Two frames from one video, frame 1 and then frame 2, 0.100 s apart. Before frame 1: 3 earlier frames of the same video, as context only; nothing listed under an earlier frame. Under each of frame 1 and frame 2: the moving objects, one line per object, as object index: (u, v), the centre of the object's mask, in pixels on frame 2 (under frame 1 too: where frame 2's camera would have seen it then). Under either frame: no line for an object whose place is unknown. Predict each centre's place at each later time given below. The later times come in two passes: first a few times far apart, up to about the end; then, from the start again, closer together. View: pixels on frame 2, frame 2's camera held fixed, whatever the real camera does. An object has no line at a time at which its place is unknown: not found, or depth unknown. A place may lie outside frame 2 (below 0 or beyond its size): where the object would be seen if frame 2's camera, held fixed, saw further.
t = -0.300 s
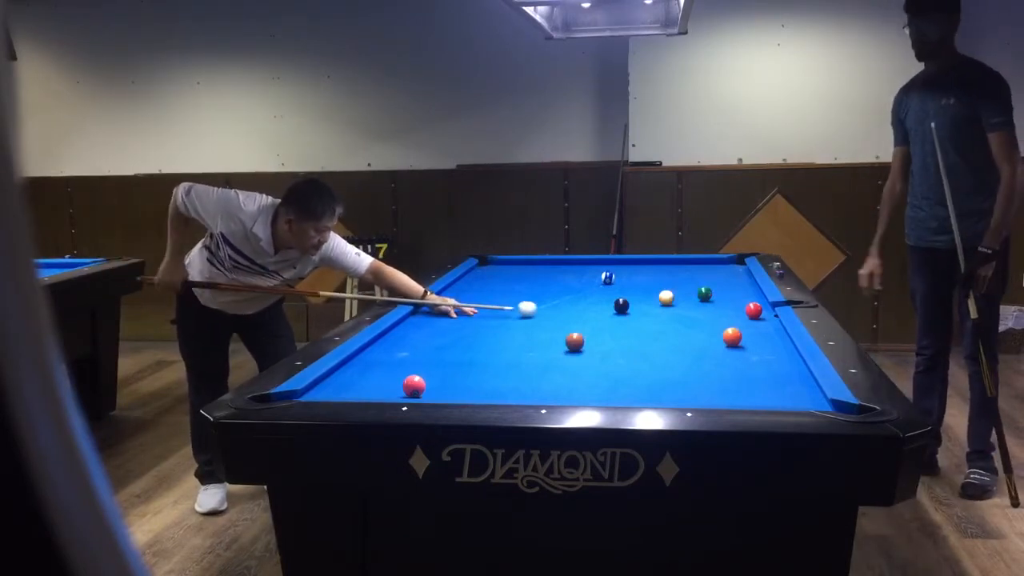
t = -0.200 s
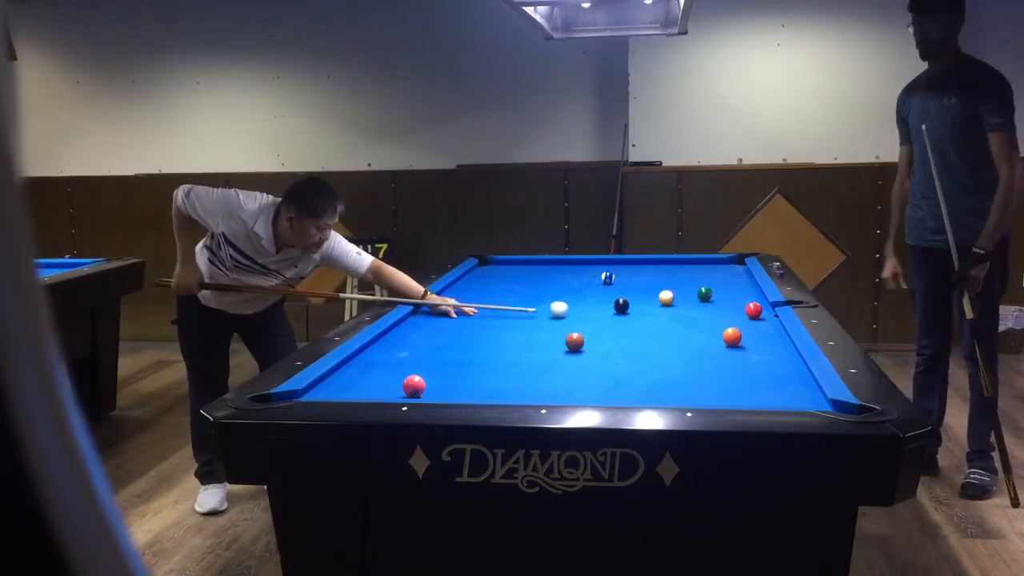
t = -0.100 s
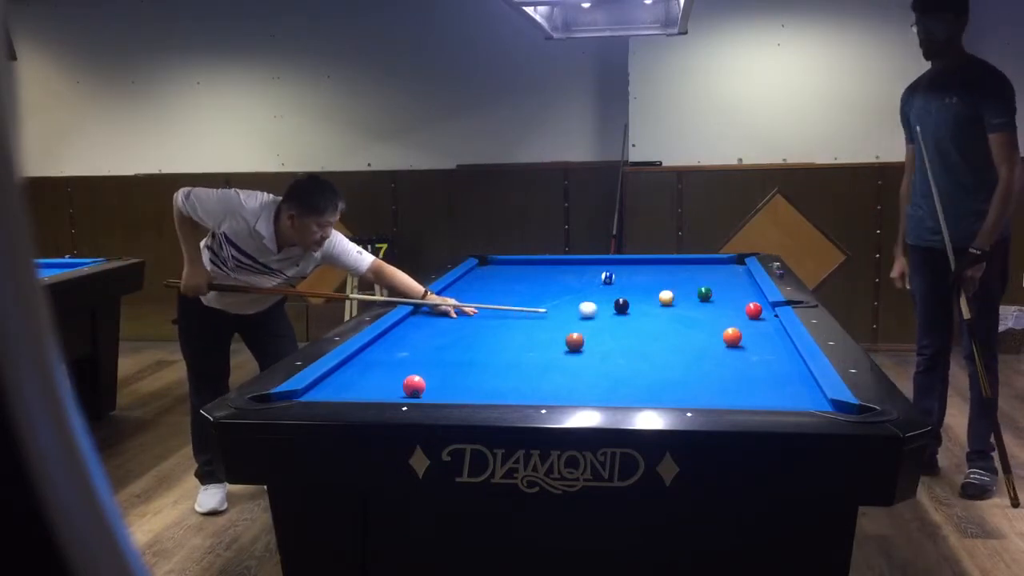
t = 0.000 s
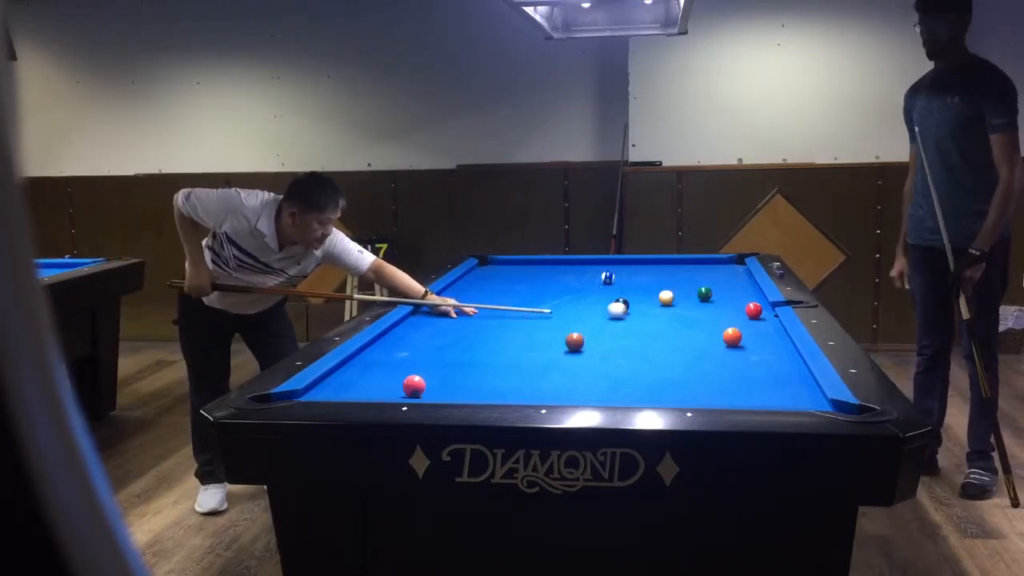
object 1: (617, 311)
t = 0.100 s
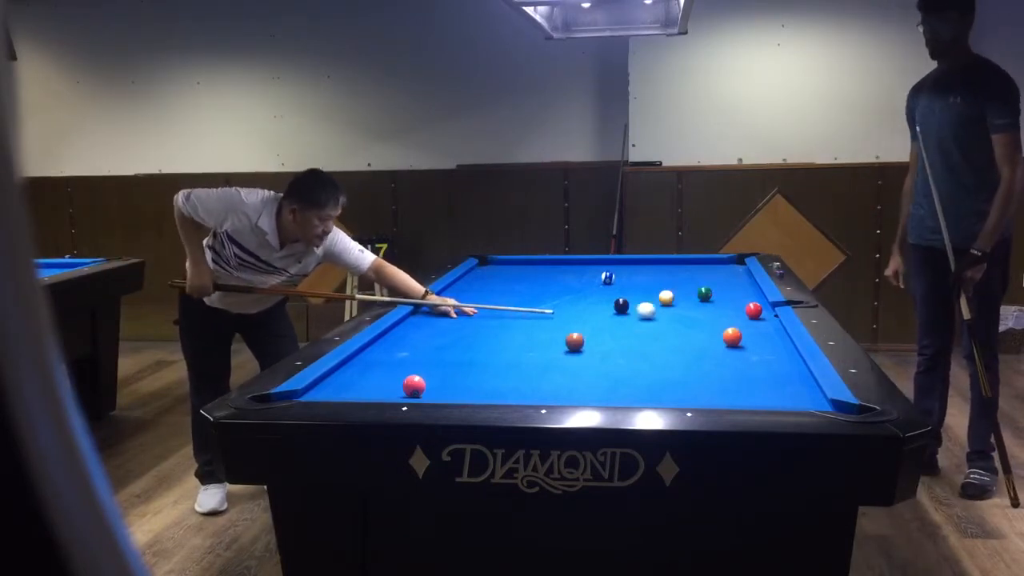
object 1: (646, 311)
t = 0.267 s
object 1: (695, 311)
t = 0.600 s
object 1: (769, 316)
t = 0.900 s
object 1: (743, 322)
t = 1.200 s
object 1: (716, 328)
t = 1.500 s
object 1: (691, 334)
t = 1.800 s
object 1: (667, 340)
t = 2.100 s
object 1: (644, 345)
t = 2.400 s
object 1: (621, 351)
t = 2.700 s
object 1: (600, 356)
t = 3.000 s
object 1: (580, 360)
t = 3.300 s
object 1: (562, 365)
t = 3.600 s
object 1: (545, 369)
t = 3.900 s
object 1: (530, 373)
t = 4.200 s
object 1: (518, 376)
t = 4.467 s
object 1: (509, 378)
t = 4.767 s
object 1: (500, 380)
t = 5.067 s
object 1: (495, 381)
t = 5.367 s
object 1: (491, 382)
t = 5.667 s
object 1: (490, 383)
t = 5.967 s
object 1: (490, 382)
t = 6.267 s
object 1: (490, 383)
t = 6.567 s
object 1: (490, 383)
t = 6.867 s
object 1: (490, 382)
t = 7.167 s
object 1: (490, 383)
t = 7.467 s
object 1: (490, 382)
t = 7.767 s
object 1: (490, 382)
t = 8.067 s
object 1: (490, 382)
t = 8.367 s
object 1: (490, 382)
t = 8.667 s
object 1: (490, 383)
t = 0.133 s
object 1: (656, 311)
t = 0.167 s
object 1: (665, 311)
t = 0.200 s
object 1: (675, 311)
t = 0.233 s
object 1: (685, 311)
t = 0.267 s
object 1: (695, 311)
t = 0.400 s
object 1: (733, 312)
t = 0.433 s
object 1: (742, 312)
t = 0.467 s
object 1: (747, 313)
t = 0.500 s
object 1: (752, 314)
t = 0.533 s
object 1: (758, 315)
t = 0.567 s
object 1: (764, 315)
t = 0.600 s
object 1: (769, 316)
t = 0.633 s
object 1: (766, 317)
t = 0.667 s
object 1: (763, 318)
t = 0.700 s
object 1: (760, 318)
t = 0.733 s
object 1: (757, 319)
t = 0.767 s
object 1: (754, 320)
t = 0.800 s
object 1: (751, 321)
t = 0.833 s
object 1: (748, 321)
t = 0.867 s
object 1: (745, 322)
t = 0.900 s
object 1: (743, 322)
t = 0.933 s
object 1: (740, 322)
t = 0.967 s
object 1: (737, 322)
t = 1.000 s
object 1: (734, 322)
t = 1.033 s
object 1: (730, 323)
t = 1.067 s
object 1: (727, 323)
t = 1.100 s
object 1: (724, 324)
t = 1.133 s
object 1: (721, 326)
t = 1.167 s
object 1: (719, 327)
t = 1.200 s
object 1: (716, 328)
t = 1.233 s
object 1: (714, 330)
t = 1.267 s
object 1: (711, 330)
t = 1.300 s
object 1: (708, 331)
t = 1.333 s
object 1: (705, 331)
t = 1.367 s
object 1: (703, 332)
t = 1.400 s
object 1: (700, 333)
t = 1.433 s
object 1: (697, 333)
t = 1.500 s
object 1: (691, 334)
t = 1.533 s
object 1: (688, 335)
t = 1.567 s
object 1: (686, 336)
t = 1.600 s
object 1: (683, 336)
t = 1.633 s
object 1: (681, 337)
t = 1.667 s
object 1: (678, 338)
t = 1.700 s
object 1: (675, 338)
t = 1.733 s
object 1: (672, 339)
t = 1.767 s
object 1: (670, 339)
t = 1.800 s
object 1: (667, 340)
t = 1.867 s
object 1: (662, 341)
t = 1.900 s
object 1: (659, 342)
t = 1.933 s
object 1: (656, 342)
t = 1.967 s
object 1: (654, 343)
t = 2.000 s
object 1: (651, 344)
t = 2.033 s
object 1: (649, 344)
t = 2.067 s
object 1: (646, 345)
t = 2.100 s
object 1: (644, 345)
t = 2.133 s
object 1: (641, 346)
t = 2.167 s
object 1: (639, 347)
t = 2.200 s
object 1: (636, 347)
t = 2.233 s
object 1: (634, 348)
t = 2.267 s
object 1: (631, 348)
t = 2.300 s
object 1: (629, 349)
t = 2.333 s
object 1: (626, 349)
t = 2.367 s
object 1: (624, 350)
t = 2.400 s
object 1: (621, 351)
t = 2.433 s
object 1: (619, 351)
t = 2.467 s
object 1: (617, 352)
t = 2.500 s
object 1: (614, 352)
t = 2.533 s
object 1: (611, 353)
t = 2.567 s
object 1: (609, 353)
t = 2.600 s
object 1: (607, 354)
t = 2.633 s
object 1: (604, 355)
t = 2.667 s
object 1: (602, 355)
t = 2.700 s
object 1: (600, 356)
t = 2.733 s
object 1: (598, 356)
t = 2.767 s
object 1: (596, 357)
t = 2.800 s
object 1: (593, 357)
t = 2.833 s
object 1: (591, 358)
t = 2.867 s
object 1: (589, 359)
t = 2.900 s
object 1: (587, 359)
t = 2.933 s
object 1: (585, 360)
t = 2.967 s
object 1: (582, 360)
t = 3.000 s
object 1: (580, 360)
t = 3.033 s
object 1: (578, 361)
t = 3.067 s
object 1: (576, 362)
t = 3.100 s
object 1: (574, 362)
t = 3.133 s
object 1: (572, 362)
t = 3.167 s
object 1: (570, 363)
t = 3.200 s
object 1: (568, 364)
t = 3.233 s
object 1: (566, 364)
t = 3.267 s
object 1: (564, 365)
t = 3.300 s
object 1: (562, 365)
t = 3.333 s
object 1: (560, 365)
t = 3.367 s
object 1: (558, 366)
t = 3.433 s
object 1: (554, 367)
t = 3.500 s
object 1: (551, 368)
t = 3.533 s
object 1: (549, 368)
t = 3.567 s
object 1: (547, 369)
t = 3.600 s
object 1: (545, 369)
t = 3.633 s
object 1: (543, 370)
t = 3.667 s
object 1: (542, 370)
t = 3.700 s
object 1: (540, 370)
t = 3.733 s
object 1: (538, 371)
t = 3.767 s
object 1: (537, 371)
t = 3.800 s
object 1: (535, 372)
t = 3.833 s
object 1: (534, 372)
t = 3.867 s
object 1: (532, 372)
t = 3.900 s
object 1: (530, 373)
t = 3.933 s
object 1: (529, 373)
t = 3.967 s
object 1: (527, 373)
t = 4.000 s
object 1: (526, 374)
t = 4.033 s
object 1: (525, 374)
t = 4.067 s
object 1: (523, 374)
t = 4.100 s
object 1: (522, 375)
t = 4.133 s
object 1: (520, 375)
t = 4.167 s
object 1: (519, 375)
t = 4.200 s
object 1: (518, 376)
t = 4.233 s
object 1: (516, 376)
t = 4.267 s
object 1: (515, 376)
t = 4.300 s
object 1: (514, 377)
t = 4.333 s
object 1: (513, 377)
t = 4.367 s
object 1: (512, 377)
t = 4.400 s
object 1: (511, 378)
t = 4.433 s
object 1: (510, 378)
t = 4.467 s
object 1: (509, 378)
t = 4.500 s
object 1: (508, 378)
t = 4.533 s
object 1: (507, 378)
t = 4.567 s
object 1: (506, 378)
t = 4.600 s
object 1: (505, 379)
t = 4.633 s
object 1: (504, 379)
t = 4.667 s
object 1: (503, 379)
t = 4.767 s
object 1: (500, 380)
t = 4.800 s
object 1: (499, 380)
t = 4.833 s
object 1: (499, 380)
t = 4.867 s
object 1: (498, 380)
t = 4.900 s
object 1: (497, 381)
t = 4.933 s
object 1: (497, 381)
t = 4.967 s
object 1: (496, 381)
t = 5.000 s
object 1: (496, 381)
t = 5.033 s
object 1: (495, 381)
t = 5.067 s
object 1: (495, 381)
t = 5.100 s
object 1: (494, 381)
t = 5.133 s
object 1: (493, 381)
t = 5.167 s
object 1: (493, 382)
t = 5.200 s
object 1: (493, 382)
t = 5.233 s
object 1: (492, 382)
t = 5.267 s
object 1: (492, 382)
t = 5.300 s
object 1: (491, 382)
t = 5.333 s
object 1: (491, 382)
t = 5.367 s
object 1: (491, 382)
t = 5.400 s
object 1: (491, 382)
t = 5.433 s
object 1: (491, 382)
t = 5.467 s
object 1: (491, 382)
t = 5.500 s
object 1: (490, 382)
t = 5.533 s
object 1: (490, 382)
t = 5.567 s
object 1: (490, 382)
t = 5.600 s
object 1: (490, 382)
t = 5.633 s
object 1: (490, 383)
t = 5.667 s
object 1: (490, 383)
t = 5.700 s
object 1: (490, 383)
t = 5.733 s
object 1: (490, 383)
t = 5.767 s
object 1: (490, 383)
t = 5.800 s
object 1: (490, 383)
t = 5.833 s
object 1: (490, 383)
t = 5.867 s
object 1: (490, 383)
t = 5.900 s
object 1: (490, 383)
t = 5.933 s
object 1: (490, 382)
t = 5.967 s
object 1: (490, 382)
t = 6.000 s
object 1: (490, 382)
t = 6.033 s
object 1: (490, 383)
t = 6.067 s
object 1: (490, 383)
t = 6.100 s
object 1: (490, 383)
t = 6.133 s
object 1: (490, 383)
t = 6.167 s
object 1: (490, 383)
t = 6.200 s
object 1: (490, 383)
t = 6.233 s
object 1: (490, 383)
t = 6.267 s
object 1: (490, 383)
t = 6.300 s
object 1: (490, 383)
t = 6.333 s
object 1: (490, 383)
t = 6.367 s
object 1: (490, 383)
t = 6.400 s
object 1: (490, 383)
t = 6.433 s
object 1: (490, 383)
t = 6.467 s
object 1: (490, 382)
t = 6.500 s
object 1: (490, 383)
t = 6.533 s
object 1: (490, 383)
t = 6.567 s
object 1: (490, 383)
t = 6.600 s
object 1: (490, 383)
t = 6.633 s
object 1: (490, 382)
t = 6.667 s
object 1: (490, 382)
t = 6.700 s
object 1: (490, 383)
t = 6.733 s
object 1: (490, 383)
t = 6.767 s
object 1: (490, 383)
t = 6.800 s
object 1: (490, 383)
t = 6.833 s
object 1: (490, 383)
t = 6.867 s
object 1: (490, 382)
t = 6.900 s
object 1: (490, 382)
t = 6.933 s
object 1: (490, 382)
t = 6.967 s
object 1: (490, 382)
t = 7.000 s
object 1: (490, 382)
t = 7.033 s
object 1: (490, 383)
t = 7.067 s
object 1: (490, 383)
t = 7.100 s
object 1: (490, 383)
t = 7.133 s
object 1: (490, 383)
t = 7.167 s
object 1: (490, 383)
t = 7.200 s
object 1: (490, 383)
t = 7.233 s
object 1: (490, 382)
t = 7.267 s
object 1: (490, 382)
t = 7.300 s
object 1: (490, 382)
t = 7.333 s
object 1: (490, 382)
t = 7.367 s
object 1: (490, 382)
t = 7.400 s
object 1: (490, 382)
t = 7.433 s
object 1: (490, 382)
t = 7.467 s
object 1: (490, 382)
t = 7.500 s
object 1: (490, 382)
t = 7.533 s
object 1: (490, 382)
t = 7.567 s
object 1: (490, 382)
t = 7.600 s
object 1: (490, 382)
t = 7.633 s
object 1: (490, 382)
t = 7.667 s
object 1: (490, 382)
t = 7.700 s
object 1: (490, 382)
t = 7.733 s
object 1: (490, 382)
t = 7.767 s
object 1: (490, 382)
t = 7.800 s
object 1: (490, 382)
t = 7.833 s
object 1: (490, 382)
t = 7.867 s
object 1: (490, 382)
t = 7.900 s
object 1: (490, 382)
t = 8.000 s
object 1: (490, 382)
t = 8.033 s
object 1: (490, 382)
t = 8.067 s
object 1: (490, 382)
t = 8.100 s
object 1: (490, 382)
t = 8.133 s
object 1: (490, 382)
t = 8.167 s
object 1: (490, 382)
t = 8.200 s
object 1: (490, 382)
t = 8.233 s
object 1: (490, 382)
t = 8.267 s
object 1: (490, 382)
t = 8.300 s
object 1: (490, 382)
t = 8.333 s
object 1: (490, 382)
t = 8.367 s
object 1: (490, 382)
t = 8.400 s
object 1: (490, 382)
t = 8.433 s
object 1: (490, 382)
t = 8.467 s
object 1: (490, 382)
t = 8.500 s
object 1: (490, 382)
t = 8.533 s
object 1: (490, 382)
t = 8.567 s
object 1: (490, 383)
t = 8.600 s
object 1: (490, 383)
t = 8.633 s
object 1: (490, 383)
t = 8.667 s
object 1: (490, 383)
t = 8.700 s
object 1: (490, 383)
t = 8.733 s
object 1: (490, 383)
